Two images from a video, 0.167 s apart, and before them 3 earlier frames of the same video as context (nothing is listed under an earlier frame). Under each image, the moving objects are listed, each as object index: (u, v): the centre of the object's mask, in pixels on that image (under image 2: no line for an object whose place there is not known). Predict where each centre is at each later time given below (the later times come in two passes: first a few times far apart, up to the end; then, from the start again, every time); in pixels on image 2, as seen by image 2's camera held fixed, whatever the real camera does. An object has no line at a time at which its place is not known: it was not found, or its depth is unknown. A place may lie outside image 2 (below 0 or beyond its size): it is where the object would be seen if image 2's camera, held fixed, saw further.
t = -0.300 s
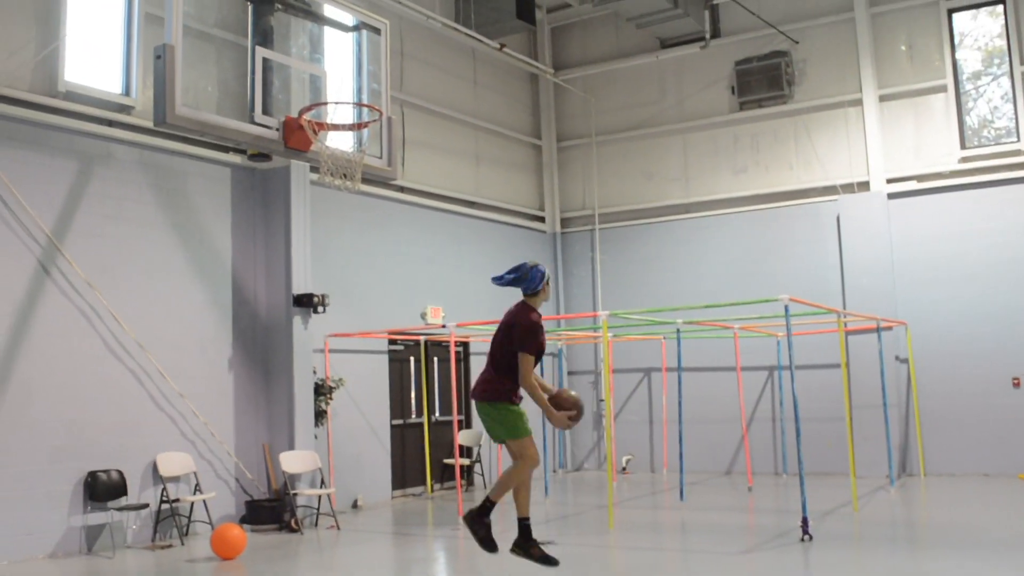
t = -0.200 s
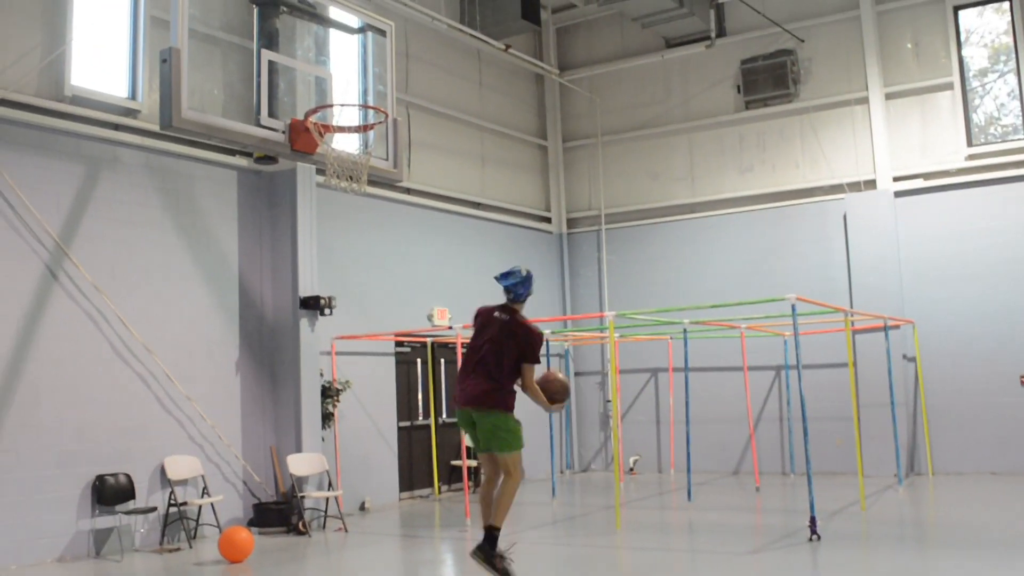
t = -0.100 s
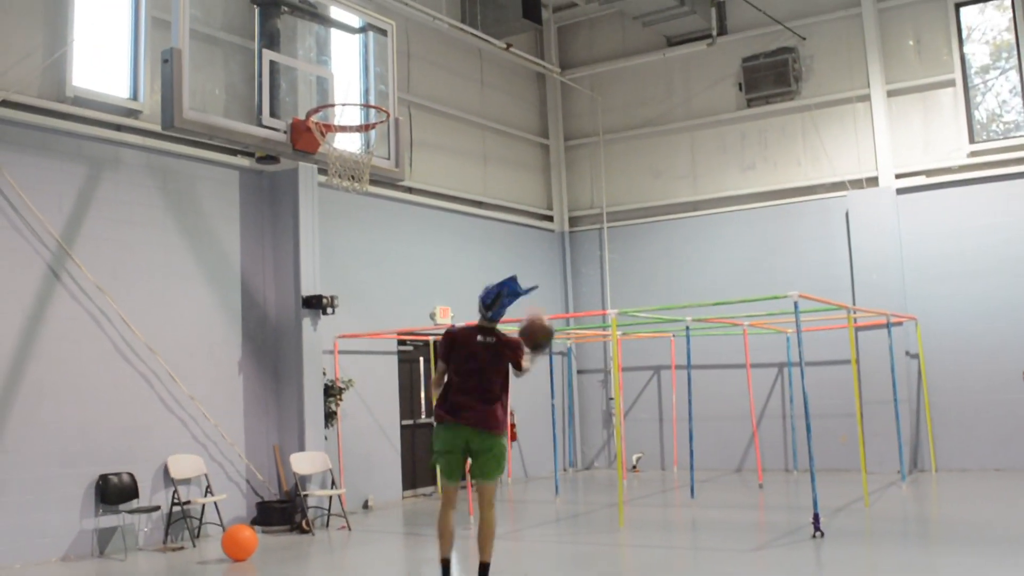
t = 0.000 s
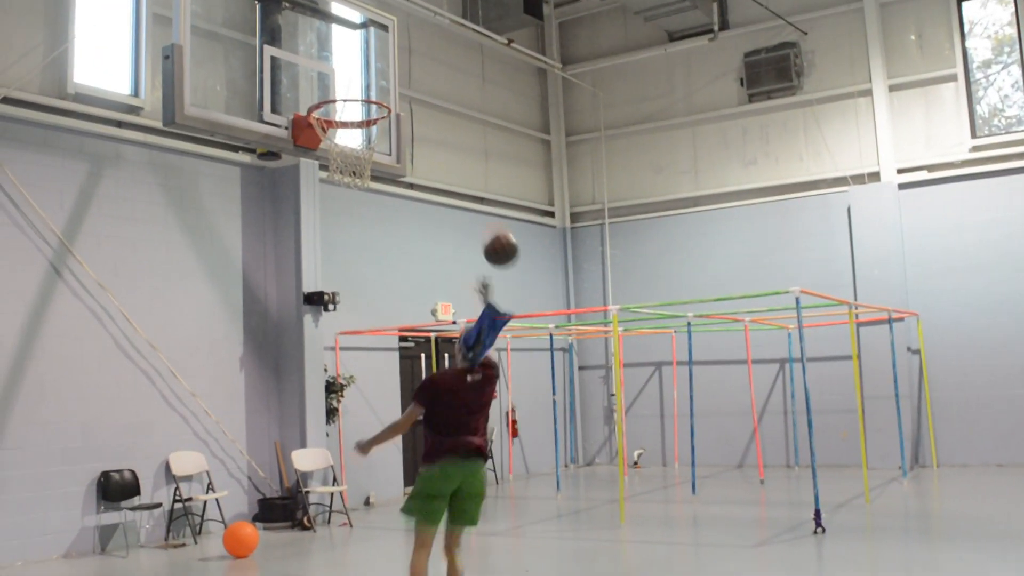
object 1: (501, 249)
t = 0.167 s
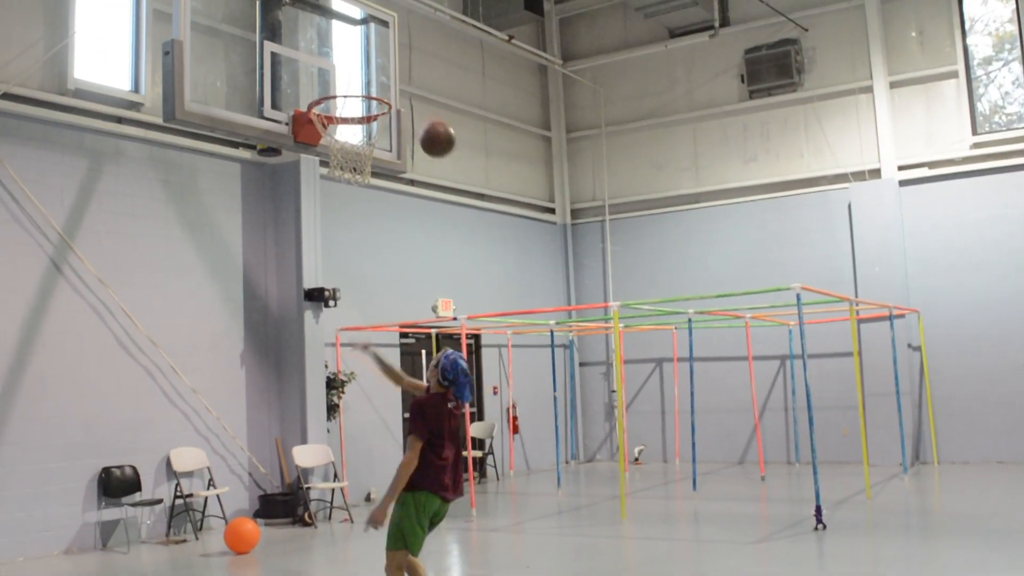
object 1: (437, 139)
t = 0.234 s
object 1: (412, 107)
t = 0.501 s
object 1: (403, 57)
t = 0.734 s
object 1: (431, 102)
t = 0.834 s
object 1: (445, 151)
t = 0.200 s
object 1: (425, 123)
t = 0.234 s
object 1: (412, 107)
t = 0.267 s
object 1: (401, 95)
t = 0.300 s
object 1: (388, 83)
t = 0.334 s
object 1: (387, 76)
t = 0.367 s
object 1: (390, 69)
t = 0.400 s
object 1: (393, 63)
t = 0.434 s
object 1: (396, 60)
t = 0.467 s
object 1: (400, 58)
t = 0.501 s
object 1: (403, 57)
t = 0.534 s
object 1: (407, 59)
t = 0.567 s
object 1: (411, 61)
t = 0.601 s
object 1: (414, 66)
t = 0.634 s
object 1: (419, 72)
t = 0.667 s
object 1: (422, 80)
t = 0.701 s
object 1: (426, 90)
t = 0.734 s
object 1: (431, 102)
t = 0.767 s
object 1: (436, 116)
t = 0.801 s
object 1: (440, 133)
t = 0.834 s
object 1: (445, 151)
